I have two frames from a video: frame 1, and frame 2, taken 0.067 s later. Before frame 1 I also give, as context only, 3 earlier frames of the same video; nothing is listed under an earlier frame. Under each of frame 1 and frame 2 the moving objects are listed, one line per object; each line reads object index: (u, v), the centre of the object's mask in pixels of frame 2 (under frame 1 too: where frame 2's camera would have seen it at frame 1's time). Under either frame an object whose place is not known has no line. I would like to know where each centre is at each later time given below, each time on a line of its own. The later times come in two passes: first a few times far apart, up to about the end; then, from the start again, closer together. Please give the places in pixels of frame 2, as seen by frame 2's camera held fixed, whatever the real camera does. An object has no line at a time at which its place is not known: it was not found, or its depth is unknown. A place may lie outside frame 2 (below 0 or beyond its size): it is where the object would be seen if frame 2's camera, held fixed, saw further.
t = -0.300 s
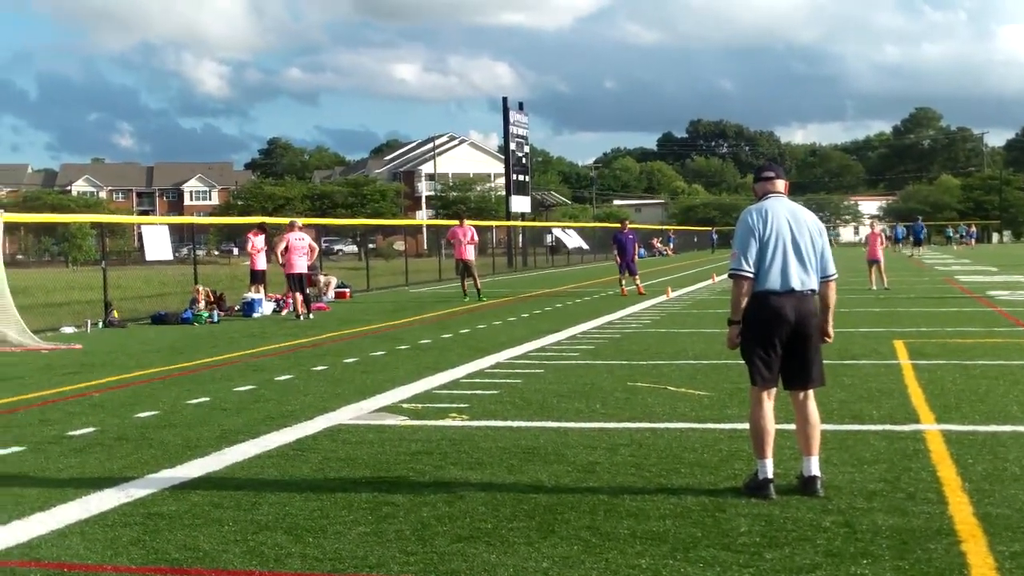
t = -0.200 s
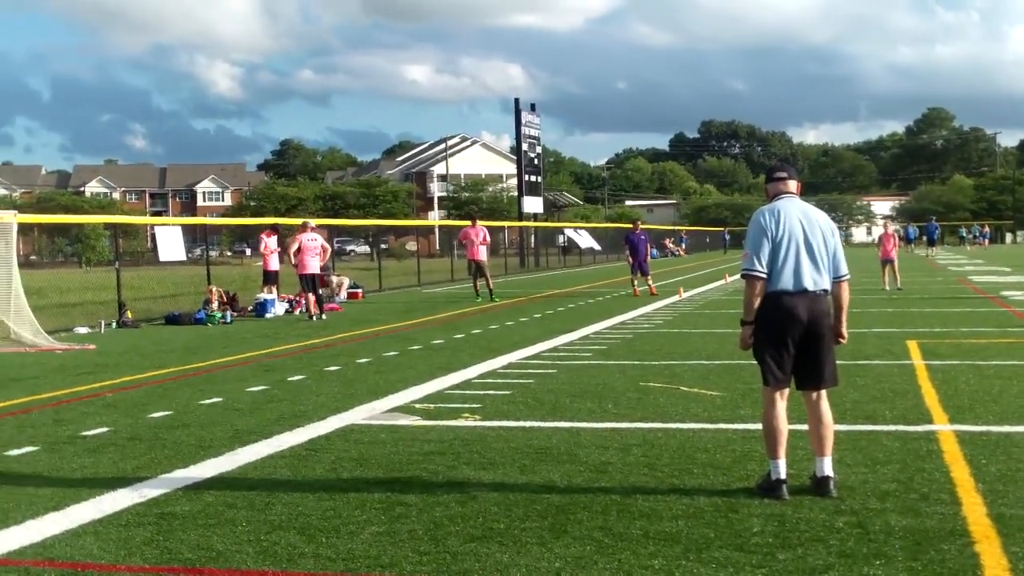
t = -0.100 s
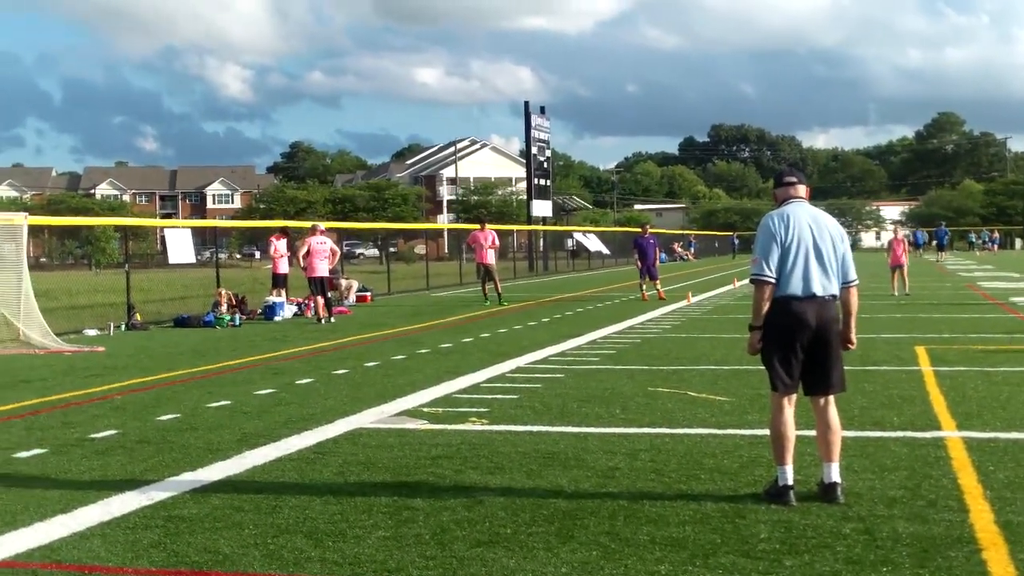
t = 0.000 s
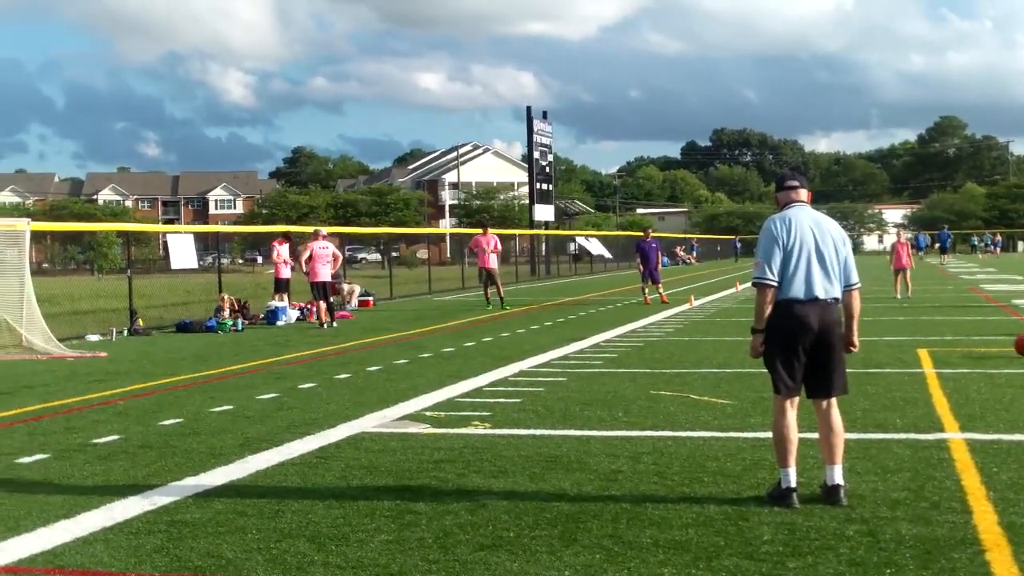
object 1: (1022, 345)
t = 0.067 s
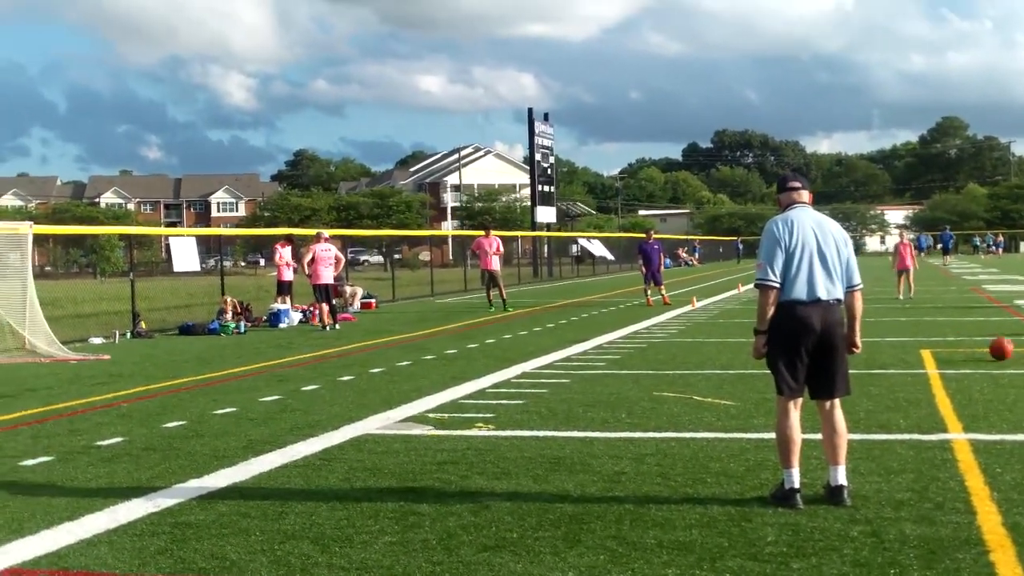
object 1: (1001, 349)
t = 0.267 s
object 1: (915, 350)
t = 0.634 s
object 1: (737, 379)
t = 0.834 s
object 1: (630, 386)
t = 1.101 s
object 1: (470, 408)
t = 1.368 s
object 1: (287, 425)
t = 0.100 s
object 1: (987, 346)
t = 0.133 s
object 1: (973, 345)
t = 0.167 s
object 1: (959, 344)
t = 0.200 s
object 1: (944, 345)
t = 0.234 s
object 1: (930, 347)
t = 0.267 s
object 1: (915, 350)
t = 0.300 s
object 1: (900, 355)
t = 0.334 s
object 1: (885, 360)
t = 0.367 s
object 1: (869, 366)
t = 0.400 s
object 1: (857, 364)
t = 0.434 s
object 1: (849, 360)
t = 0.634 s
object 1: (737, 379)
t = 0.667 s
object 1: (720, 379)
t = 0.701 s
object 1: (702, 378)
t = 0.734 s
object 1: (685, 378)
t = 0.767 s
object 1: (667, 379)
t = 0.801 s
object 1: (648, 382)
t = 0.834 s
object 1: (630, 386)
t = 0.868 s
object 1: (611, 391)
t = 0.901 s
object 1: (591, 393)
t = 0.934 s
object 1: (572, 393)
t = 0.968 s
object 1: (552, 393)
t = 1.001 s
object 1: (532, 394)
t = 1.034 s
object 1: (512, 397)
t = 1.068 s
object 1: (491, 402)
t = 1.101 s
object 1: (470, 408)
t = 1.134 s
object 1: (448, 410)
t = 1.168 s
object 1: (426, 410)
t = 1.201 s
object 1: (404, 411)
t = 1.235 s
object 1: (382, 412)
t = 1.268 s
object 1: (358, 415)
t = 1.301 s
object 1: (335, 420)
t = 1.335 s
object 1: (311, 425)
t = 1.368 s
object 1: (287, 425)
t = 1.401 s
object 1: (262, 426)
